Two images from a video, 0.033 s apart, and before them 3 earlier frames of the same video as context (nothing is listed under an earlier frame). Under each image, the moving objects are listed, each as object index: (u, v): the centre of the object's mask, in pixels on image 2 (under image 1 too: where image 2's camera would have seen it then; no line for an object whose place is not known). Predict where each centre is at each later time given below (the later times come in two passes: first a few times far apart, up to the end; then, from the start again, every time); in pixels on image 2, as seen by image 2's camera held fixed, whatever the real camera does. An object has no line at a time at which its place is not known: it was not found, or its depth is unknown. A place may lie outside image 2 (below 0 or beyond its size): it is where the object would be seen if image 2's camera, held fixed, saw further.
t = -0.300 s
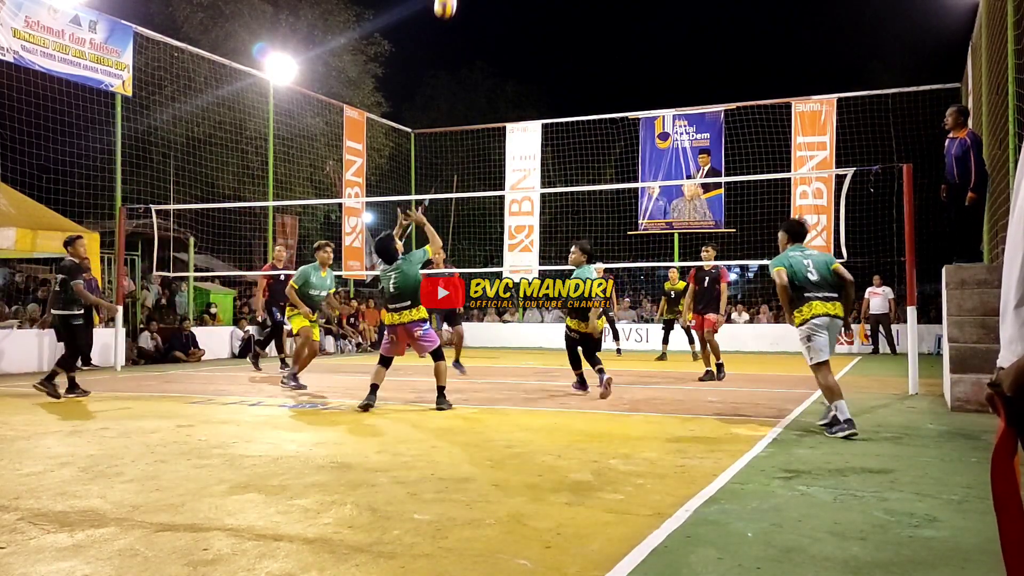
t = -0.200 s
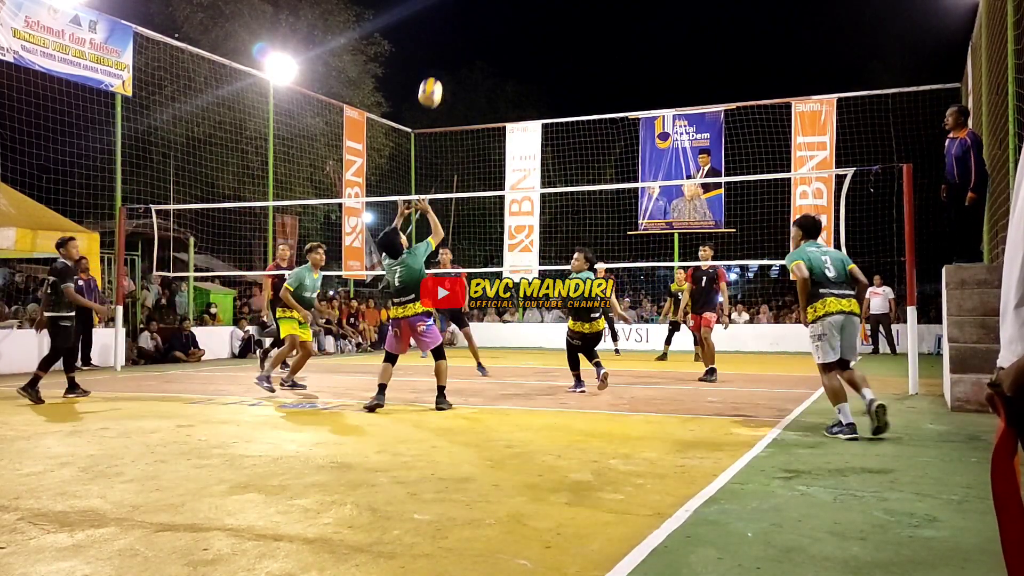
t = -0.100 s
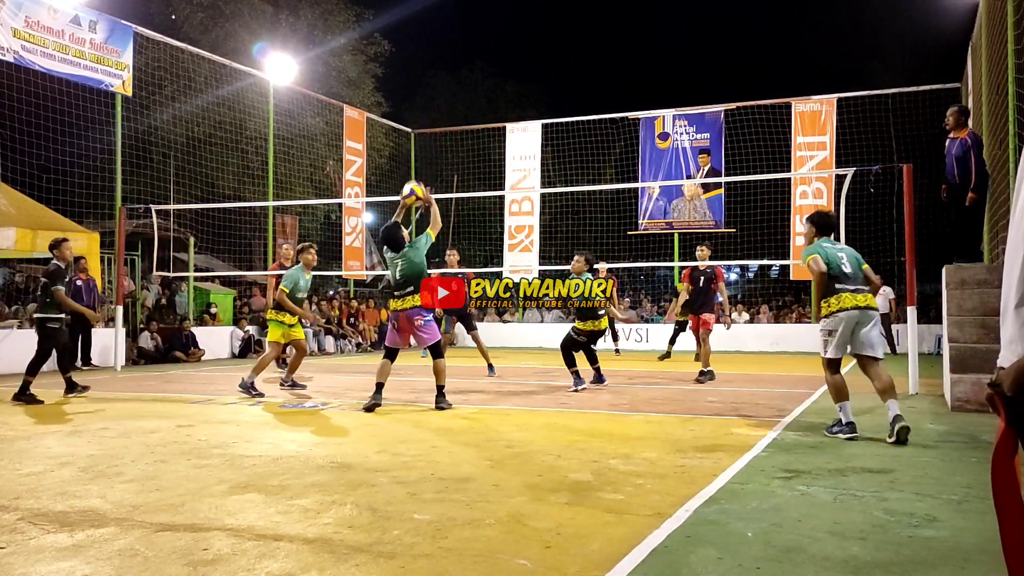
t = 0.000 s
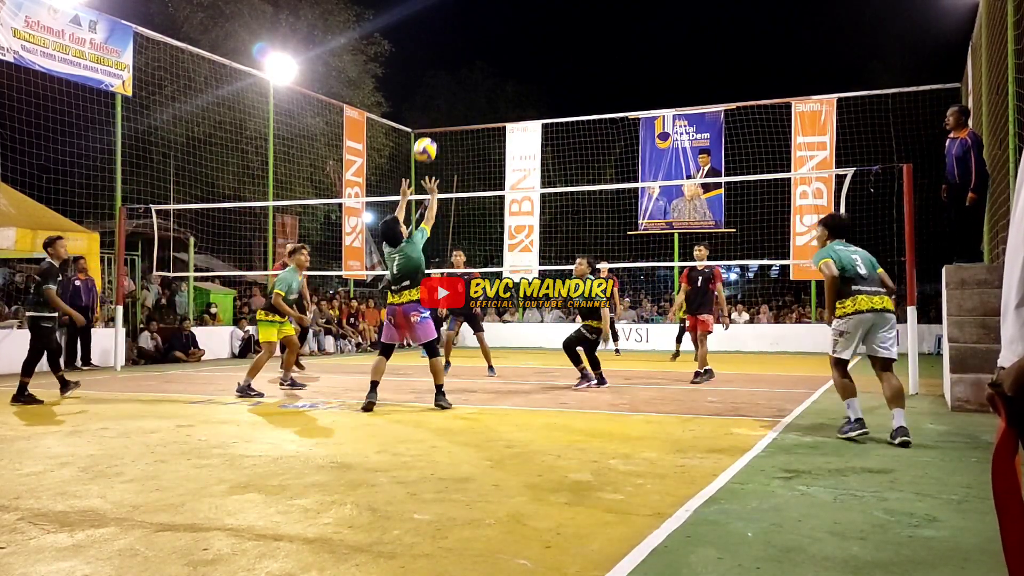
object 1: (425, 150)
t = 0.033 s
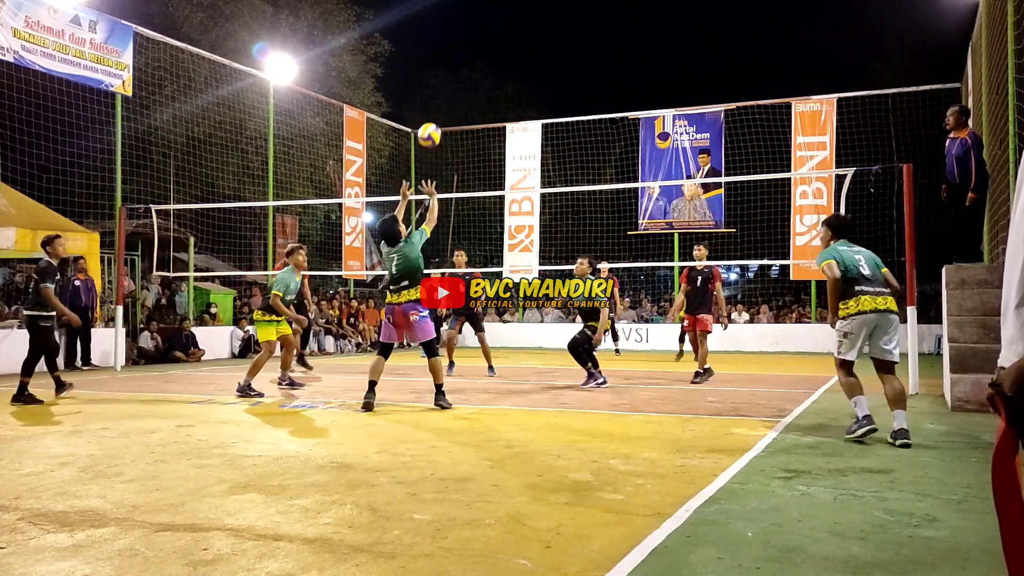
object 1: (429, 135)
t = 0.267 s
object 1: (458, 67)
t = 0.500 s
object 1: (484, 56)
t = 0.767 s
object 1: (511, 104)
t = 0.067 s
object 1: (433, 122)
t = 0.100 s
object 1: (437, 109)
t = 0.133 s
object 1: (442, 98)
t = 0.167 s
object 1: (446, 89)
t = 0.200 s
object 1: (450, 81)
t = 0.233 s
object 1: (454, 74)
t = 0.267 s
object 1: (458, 67)
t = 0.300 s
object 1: (462, 62)
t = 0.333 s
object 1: (466, 58)
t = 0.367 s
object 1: (469, 56)
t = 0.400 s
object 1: (473, 54)
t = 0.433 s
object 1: (477, 54)
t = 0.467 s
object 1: (481, 54)
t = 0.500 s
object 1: (484, 56)
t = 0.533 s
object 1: (488, 59)
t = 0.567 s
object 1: (491, 62)
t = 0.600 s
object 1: (495, 67)
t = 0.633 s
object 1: (498, 72)
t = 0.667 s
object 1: (501, 79)
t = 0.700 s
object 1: (505, 86)
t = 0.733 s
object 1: (508, 95)
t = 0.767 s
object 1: (511, 104)
